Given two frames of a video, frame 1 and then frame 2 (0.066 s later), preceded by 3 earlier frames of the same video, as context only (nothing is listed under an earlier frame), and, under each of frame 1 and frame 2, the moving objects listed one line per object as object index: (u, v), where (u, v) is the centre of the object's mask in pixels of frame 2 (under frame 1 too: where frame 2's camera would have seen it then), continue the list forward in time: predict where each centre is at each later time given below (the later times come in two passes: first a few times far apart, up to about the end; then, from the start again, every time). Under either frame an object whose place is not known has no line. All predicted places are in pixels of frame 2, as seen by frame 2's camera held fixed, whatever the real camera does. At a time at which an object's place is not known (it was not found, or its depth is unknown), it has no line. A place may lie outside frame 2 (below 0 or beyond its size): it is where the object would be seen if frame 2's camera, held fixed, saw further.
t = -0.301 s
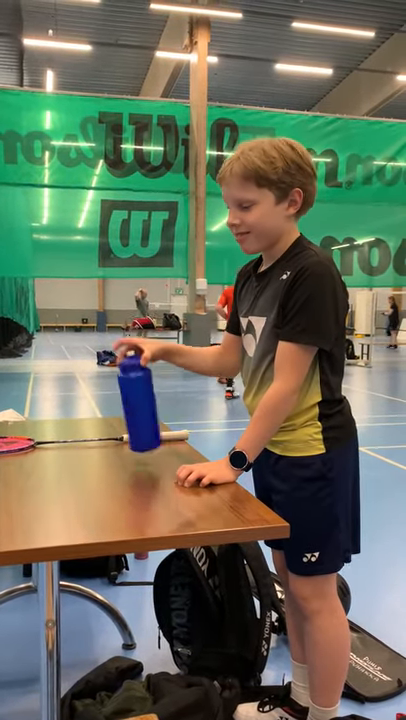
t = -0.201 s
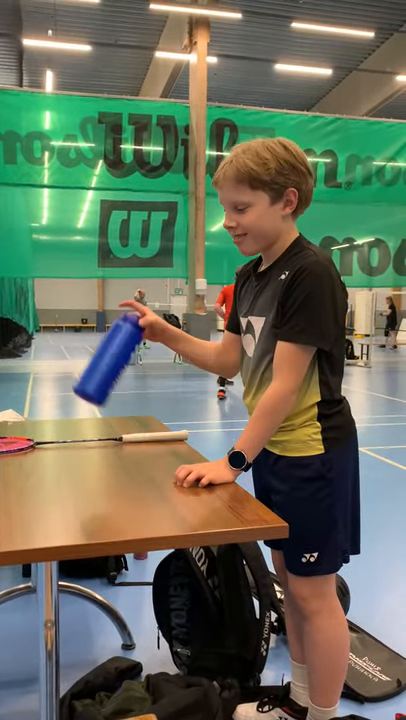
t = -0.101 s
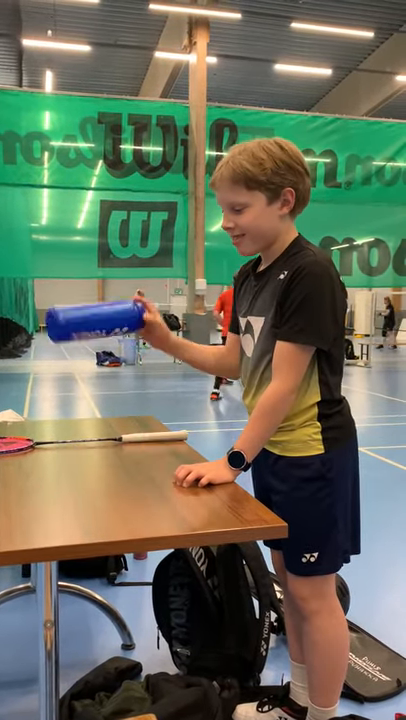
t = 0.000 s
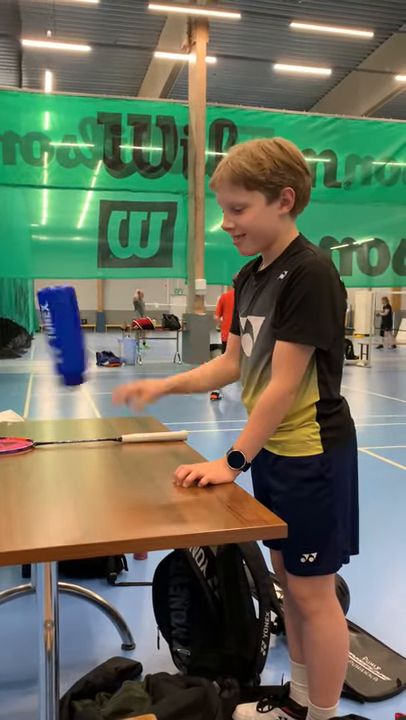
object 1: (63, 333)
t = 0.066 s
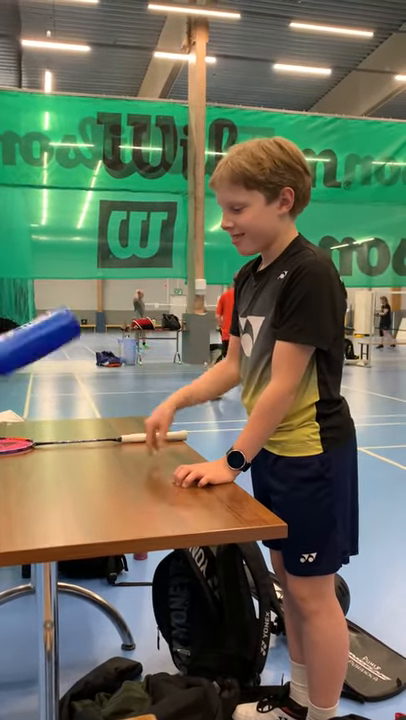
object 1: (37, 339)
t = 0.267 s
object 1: (28, 427)
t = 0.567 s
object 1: (47, 436)
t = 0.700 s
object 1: (56, 455)
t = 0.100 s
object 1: (36, 349)
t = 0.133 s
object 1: (30, 366)
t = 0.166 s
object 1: (25, 383)
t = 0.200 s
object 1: (26, 417)
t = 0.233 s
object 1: (29, 427)
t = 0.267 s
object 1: (28, 427)
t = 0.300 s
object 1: (26, 426)
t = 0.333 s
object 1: (26, 426)
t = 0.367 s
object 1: (26, 426)
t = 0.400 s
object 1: (27, 426)
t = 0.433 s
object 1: (29, 427)
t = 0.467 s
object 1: (32, 428)
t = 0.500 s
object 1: (36, 429)
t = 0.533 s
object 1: (41, 432)
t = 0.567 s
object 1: (47, 436)
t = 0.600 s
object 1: (51, 444)
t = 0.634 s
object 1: (56, 455)
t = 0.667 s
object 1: (57, 454)
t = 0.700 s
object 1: (56, 455)
